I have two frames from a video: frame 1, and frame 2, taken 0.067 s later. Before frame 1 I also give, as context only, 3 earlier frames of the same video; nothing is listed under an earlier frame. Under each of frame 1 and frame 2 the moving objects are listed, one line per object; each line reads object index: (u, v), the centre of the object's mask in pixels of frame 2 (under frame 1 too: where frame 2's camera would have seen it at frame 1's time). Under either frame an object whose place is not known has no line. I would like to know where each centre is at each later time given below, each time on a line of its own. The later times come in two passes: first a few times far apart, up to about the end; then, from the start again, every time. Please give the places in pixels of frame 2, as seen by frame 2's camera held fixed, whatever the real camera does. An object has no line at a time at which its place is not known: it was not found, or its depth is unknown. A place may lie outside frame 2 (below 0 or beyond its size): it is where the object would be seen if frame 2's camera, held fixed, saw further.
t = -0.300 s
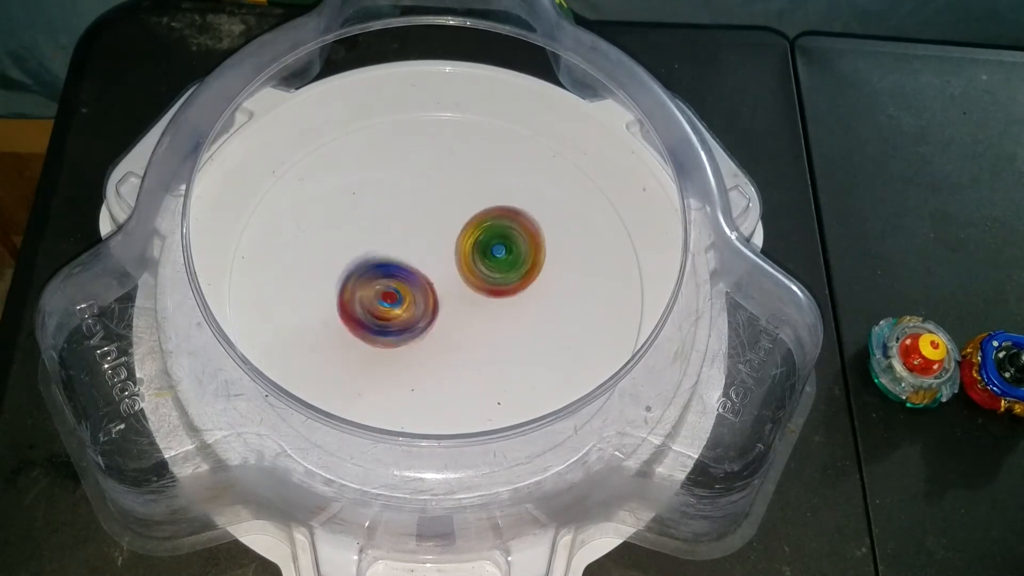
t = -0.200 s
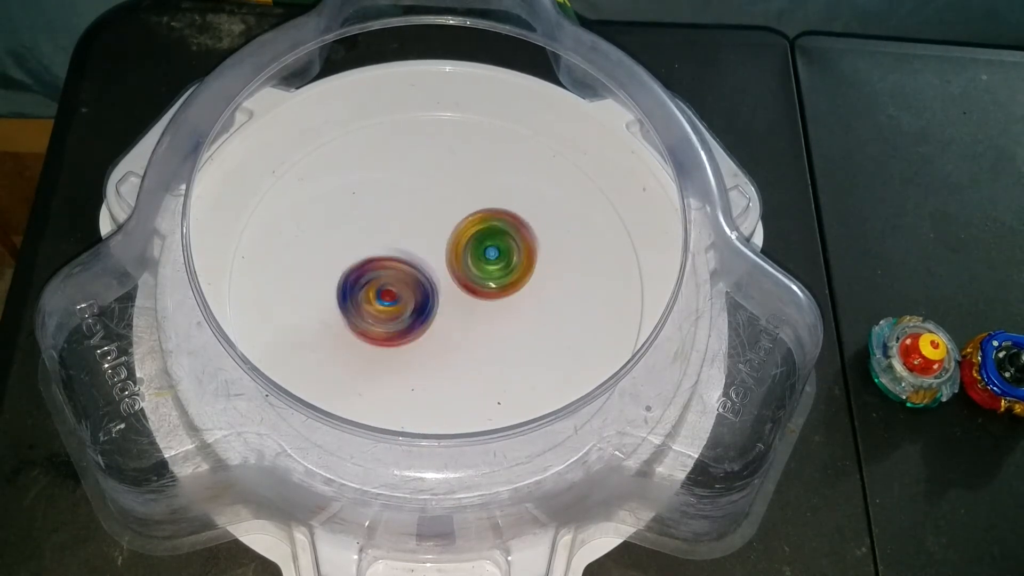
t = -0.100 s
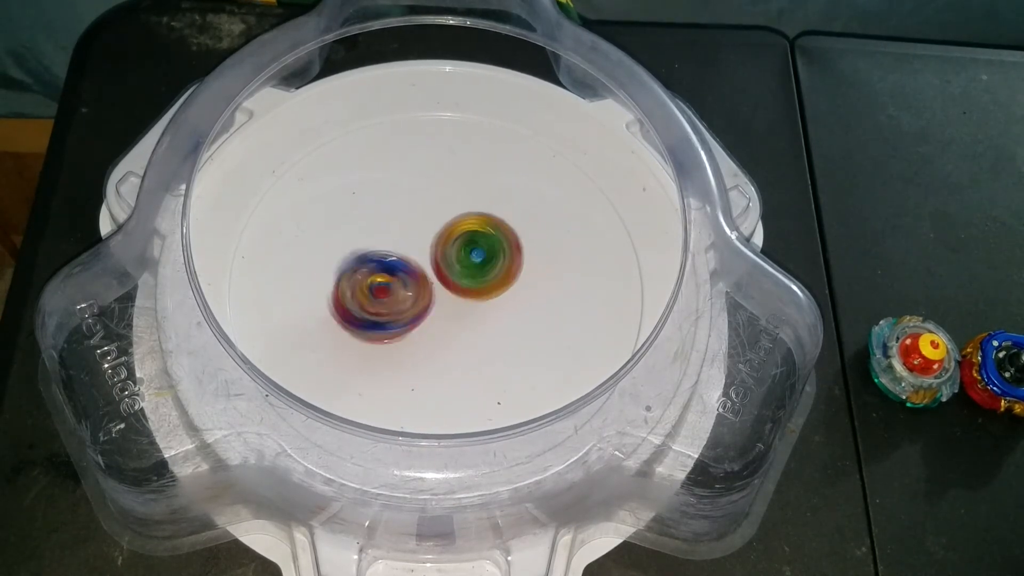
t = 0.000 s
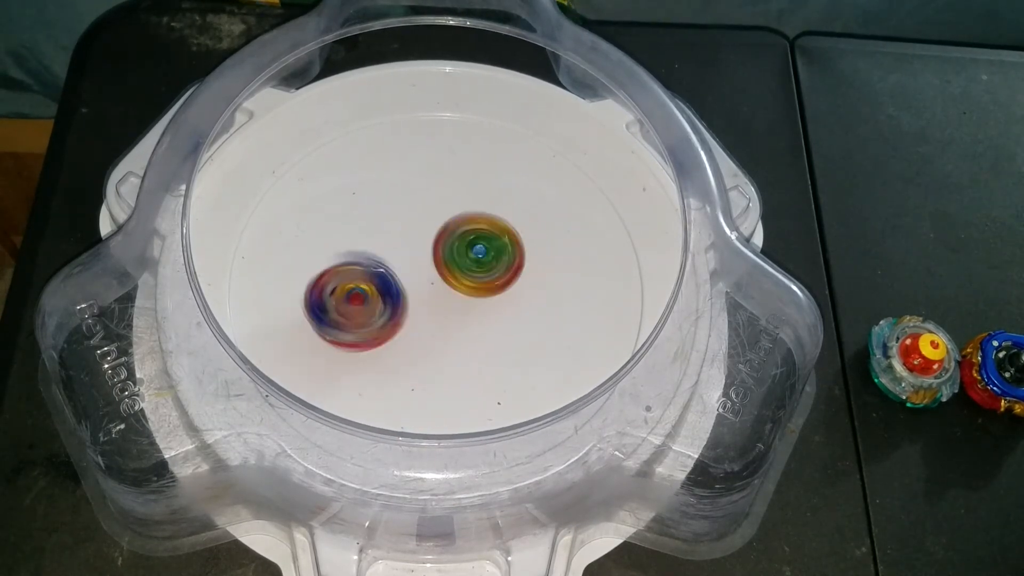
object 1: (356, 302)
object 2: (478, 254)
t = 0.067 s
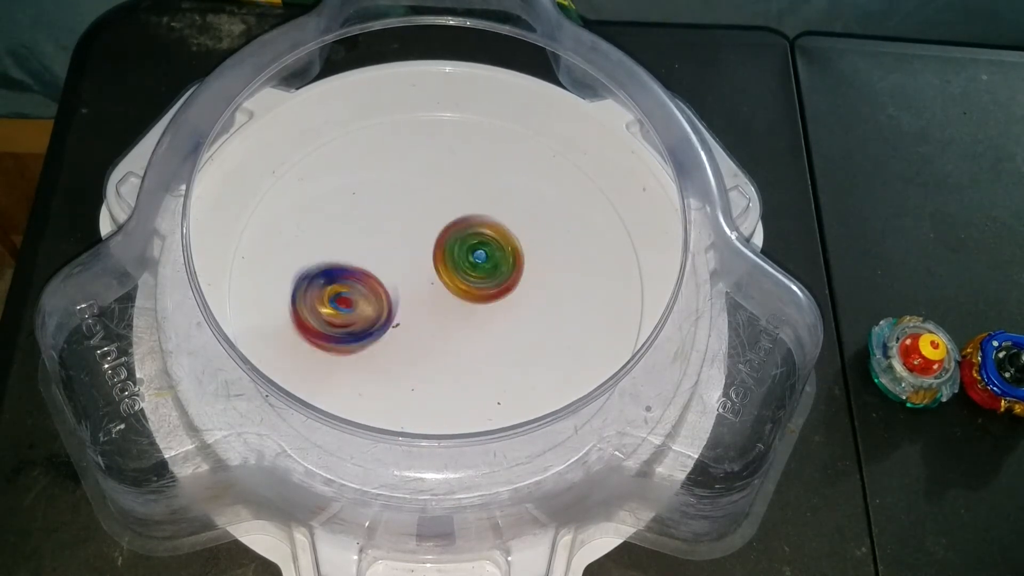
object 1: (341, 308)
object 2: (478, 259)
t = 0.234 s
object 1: (344, 309)
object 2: (479, 264)
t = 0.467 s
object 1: (379, 296)
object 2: (489, 264)
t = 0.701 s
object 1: (398, 307)
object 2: (520, 247)
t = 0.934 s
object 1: (423, 301)
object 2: (495, 244)
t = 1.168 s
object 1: (406, 333)
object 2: (455, 249)
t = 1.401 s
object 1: (399, 351)
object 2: (434, 258)
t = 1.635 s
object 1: (401, 338)
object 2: (440, 254)
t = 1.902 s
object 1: (408, 329)
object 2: (437, 220)
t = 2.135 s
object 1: (454, 315)
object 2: (421, 232)
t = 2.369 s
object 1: (485, 335)
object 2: (426, 259)
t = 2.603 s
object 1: (458, 340)
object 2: (447, 241)
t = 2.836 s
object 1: (422, 313)
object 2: (437, 225)
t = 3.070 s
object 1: (446, 317)
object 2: (410, 247)
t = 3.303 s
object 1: (471, 331)
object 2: (382, 265)
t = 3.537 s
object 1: (460, 315)
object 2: (381, 263)
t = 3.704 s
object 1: (459, 297)
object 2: (381, 263)
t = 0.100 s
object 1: (338, 307)
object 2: (479, 260)
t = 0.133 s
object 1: (336, 308)
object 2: (478, 260)
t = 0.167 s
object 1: (333, 308)
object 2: (479, 262)
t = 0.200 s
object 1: (336, 309)
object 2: (479, 262)
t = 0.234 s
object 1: (344, 309)
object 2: (479, 264)
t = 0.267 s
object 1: (346, 306)
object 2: (479, 265)
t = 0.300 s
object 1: (352, 304)
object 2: (479, 266)
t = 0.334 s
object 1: (362, 304)
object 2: (480, 267)
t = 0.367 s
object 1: (370, 300)
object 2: (479, 268)
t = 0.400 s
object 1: (378, 295)
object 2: (480, 268)
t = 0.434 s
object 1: (387, 295)
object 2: (479, 269)
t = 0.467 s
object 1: (379, 296)
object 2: (489, 264)
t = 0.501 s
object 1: (378, 296)
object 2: (500, 259)
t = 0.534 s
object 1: (376, 299)
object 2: (508, 257)
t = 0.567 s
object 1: (378, 304)
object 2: (513, 254)
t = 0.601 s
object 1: (385, 304)
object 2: (518, 252)
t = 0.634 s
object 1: (385, 305)
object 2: (521, 249)
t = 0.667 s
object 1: (390, 307)
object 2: (521, 248)
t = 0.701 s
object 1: (398, 307)
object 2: (520, 247)
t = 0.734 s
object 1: (400, 304)
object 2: (517, 248)
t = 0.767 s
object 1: (407, 304)
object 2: (515, 248)
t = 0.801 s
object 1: (418, 303)
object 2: (511, 250)
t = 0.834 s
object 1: (420, 301)
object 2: (507, 250)
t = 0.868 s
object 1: (422, 298)
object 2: (501, 250)
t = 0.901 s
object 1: (425, 299)
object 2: (499, 246)
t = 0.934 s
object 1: (423, 301)
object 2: (495, 244)
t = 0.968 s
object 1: (419, 307)
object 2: (490, 242)
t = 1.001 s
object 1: (422, 309)
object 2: (484, 244)
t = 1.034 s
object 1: (418, 312)
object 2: (478, 246)
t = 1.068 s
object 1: (414, 317)
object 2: (470, 246)
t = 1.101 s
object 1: (414, 321)
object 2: (465, 245)
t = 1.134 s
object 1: (407, 326)
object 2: (460, 246)
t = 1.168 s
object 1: (406, 333)
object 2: (455, 249)
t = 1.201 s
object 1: (406, 334)
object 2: (451, 252)
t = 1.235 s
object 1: (402, 338)
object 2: (445, 256)
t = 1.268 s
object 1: (406, 339)
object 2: (441, 260)
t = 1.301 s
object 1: (401, 342)
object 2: (438, 262)
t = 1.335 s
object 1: (400, 347)
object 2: (437, 259)
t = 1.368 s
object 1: (400, 347)
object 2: (435, 258)
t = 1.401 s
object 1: (399, 351)
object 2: (434, 258)
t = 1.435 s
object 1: (401, 350)
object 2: (434, 260)
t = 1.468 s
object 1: (398, 350)
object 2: (436, 261)
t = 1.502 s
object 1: (401, 347)
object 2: (438, 260)
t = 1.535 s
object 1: (400, 342)
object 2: (437, 258)
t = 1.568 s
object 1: (406, 341)
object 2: (438, 259)
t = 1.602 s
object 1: (405, 336)
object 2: (439, 259)
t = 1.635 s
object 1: (401, 338)
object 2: (440, 254)
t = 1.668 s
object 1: (397, 339)
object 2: (441, 247)
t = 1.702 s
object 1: (393, 337)
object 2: (442, 239)
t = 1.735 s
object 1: (402, 335)
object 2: (443, 236)
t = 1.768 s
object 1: (404, 336)
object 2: (443, 232)
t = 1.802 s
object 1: (411, 340)
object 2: (444, 226)
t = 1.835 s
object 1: (407, 341)
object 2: (443, 221)
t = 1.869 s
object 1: (403, 338)
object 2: (440, 220)
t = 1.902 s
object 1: (408, 329)
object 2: (437, 220)
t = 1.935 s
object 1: (414, 327)
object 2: (436, 219)
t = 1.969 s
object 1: (423, 325)
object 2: (433, 217)
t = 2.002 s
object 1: (426, 328)
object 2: (432, 220)
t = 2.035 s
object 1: (430, 323)
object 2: (430, 223)
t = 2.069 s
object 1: (435, 314)
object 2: (428, 226)
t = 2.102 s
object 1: (447, 311)
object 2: (425, 230)
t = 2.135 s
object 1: (454, 315)
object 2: (421, 232)
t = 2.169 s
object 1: (459, 318)
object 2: (421, 237)
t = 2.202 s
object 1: (465, 316)
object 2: (420, 242)
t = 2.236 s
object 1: (469, 321)
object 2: (420, 246)
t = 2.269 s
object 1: (474, 325)
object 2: (420, 250)
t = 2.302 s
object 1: (477, 331)
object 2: (420, 253)
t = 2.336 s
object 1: (482, 331)
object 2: (424, 257)
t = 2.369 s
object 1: (485, 335)
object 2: (426, 259)
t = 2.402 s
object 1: (482, 336)
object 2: (430, 262)
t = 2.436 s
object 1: (484, 335)
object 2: (433, 263)
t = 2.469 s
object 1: (478, 336)
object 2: (437, 265)
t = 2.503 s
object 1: (477, 342)
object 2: (437, 259)
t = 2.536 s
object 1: (473, 346)
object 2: (439, 253)
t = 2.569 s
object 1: (463, 345)
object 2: (445, 245)
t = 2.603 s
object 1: (458, 340)
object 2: (447, 241)
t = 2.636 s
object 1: (453, 337)
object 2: (445, 237)
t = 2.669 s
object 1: (445, 333)
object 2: (442, 236)
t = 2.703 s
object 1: (437, 326)
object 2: (441, 237)
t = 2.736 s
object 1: (434, 320)
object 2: (441, 237)
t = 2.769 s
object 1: (430, 316)
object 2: (442, 237)
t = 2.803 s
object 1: (427, 317)
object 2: (440, 230)
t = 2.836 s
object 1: (422, 313)
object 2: (437, 225)
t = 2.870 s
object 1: (424, 311)
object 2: (433, 223)
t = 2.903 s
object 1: (427, 310)
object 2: (430, 225)
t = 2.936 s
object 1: (429, 312)
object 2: (430, 230)
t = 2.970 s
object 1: (431, 310)
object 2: (429, 232)
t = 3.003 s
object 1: (436, 313)
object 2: (423, 236)
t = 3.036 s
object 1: (440, 314)
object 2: (418, 241)
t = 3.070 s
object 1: (446, 317)
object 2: (410, 247)
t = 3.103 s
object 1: (453, 320)
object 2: (403, 253)
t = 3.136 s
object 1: (458, 324)
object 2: (395, 259)
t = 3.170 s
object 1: (463, 325)
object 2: (390, 263)
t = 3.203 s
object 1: (467, 327)
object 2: (386, 264)
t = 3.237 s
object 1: (470, 329)
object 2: (383, 265)
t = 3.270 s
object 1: (470, 330)
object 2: (382, 265)
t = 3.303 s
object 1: (471, 331)
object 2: (382, 265)
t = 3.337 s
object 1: (471, 332)
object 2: (381, 264)
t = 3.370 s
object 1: (469, 331)
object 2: (381, 263)
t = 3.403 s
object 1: (468, 330)
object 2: (381, 263)
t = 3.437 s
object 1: (467, 328)
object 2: (382, 262)
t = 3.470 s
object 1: (465, 326)
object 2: (381, 263)
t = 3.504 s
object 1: (463, 321)
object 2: (381, 263)
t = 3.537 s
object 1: (460, 315)
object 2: (381, 263)
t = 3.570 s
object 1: (457, 309)
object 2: (381, 263)
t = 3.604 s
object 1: (456, 304)
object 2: (382, 263)
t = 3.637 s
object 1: (456, 300)
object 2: (381, 262)
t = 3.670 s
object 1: (458, 299)
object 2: (381, 262)
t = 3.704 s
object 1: (459, 297)
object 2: (381, 263)
